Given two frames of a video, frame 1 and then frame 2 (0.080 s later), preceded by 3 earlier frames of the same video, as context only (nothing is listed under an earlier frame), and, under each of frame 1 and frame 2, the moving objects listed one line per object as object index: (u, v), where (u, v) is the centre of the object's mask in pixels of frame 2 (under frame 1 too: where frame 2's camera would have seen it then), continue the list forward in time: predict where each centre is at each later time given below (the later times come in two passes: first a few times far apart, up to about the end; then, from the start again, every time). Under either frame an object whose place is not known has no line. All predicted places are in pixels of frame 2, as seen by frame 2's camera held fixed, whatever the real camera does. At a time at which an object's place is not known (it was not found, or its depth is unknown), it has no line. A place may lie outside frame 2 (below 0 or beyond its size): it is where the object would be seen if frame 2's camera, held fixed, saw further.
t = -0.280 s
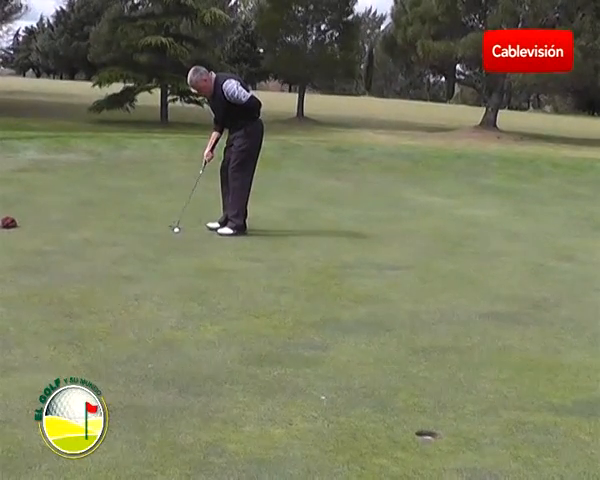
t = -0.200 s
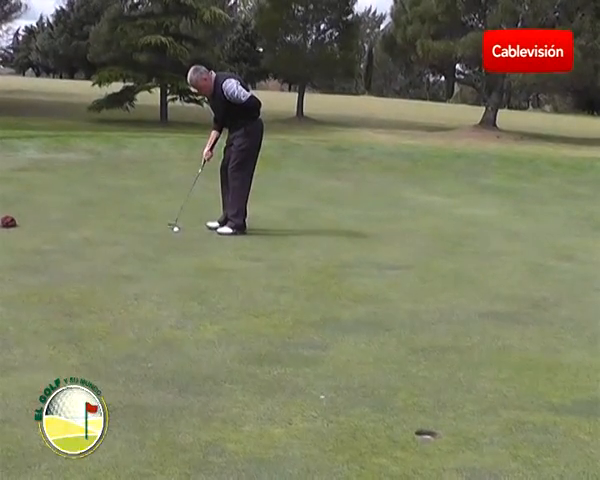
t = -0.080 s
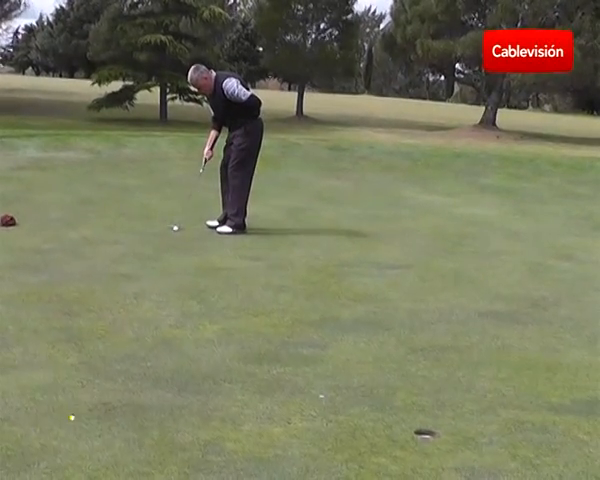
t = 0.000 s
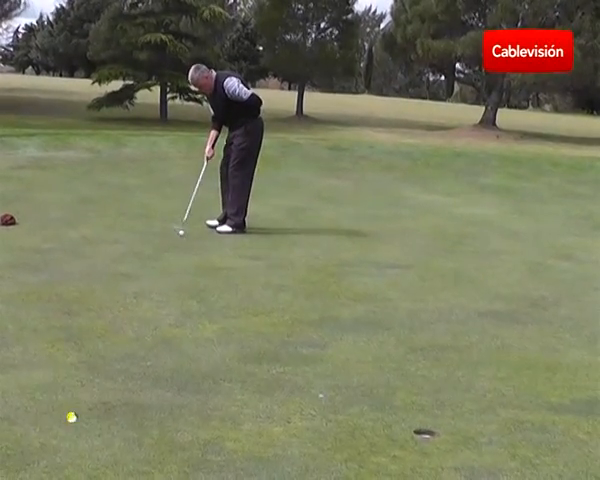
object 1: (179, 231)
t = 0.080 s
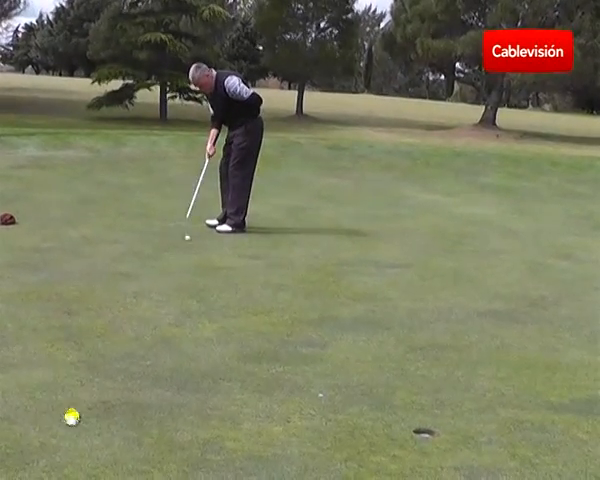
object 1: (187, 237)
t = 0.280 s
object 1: (201, 250)
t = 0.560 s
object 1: (221, 268)
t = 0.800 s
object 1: (238, 285)
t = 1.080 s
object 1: (257, 306)
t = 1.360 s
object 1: (277, 326)
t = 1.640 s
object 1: (296, 346)
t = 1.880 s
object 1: (309, 363)
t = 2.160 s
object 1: (321, 380)
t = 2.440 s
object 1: (328, 392)
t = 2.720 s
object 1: (331, 401)
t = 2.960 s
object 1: (333, 404)
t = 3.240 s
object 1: (332, 401)
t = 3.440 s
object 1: (332, 404)
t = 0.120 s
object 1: (190, 240)
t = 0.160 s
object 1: (192, 243)
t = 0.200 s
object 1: (195, 245)
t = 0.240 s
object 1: (198, 247)
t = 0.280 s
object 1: (201, 250)
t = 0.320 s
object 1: (203, 252)
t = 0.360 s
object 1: (207, 256)
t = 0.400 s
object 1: (209, 258)
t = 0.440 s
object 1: (212, 260)
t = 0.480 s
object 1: (215, 263)
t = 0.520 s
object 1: (217, 266)
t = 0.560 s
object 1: (221, 268)
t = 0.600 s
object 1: (224, 271)
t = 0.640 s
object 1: (226, 274)
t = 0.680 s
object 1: (229, 276)
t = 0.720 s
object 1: (232, 280)
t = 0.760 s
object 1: (235, 282)
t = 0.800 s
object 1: (238, 285)
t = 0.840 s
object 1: (241, 288)
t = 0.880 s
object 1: (244, 291)
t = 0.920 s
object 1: (246, 295)
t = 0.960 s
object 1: (249, 297)
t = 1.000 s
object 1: (252, 300)
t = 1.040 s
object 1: (255, 303)
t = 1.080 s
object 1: (257, 306)
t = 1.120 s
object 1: (261, 309)
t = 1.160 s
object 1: (263, 311)
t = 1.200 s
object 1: (266, 314)
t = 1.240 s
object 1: (269, 317)
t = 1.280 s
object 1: (272, 320)
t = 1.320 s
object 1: (275, 323)
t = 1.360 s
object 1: (277, 326)
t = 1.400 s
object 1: (280, 329)
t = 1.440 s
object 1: (283, 332)
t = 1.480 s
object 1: (286, 336)
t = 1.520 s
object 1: (289, 338)
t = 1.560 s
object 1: (291, 341)
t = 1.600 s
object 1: (294, 344)
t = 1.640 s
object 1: (296, 346)
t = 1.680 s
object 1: (299, 350)
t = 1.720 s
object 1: (301, 352)
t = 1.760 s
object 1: (303, 355)
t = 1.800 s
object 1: (305, 358)
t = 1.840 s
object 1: (307, 360)
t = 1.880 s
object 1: (309, 363)
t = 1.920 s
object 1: (312, 365)
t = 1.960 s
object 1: (313, 368)
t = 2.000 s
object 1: (315, 371)
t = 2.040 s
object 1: (317, 373)
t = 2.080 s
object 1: (318, 375)
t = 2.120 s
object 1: (320, 377)
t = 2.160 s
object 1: (321, 380)
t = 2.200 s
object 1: (322, 382)
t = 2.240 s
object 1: (324, 384)
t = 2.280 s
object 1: (325, 386)
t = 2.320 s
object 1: (325, 387)
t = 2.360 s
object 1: (326, 389)
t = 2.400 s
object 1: (327, 391)
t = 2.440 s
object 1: (328, 392)
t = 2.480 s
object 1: (329, 394)
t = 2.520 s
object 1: (329, 395)
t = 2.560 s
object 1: (330, 397)
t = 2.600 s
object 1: (330, 398)
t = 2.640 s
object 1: (331, 399)
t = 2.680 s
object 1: (331, 400)
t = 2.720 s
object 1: (331, 401)
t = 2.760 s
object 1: (331, 402)
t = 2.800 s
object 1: (332, 403)
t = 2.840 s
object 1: (333, 403)
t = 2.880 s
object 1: (333, 403)
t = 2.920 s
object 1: (333, 404)
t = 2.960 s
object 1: (333, 404)
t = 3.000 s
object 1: (332, 404)
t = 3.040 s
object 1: (333, 404)
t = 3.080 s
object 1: (333, 404)
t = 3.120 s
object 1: (332, 403)
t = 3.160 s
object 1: (332, 403)
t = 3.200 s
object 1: (332, 402)
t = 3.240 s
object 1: (332, 401)
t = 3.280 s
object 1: (332, 403)
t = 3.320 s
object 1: (332, 403)
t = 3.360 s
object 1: (333, 403)
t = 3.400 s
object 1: (333, 404)
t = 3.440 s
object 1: (332, 404)
